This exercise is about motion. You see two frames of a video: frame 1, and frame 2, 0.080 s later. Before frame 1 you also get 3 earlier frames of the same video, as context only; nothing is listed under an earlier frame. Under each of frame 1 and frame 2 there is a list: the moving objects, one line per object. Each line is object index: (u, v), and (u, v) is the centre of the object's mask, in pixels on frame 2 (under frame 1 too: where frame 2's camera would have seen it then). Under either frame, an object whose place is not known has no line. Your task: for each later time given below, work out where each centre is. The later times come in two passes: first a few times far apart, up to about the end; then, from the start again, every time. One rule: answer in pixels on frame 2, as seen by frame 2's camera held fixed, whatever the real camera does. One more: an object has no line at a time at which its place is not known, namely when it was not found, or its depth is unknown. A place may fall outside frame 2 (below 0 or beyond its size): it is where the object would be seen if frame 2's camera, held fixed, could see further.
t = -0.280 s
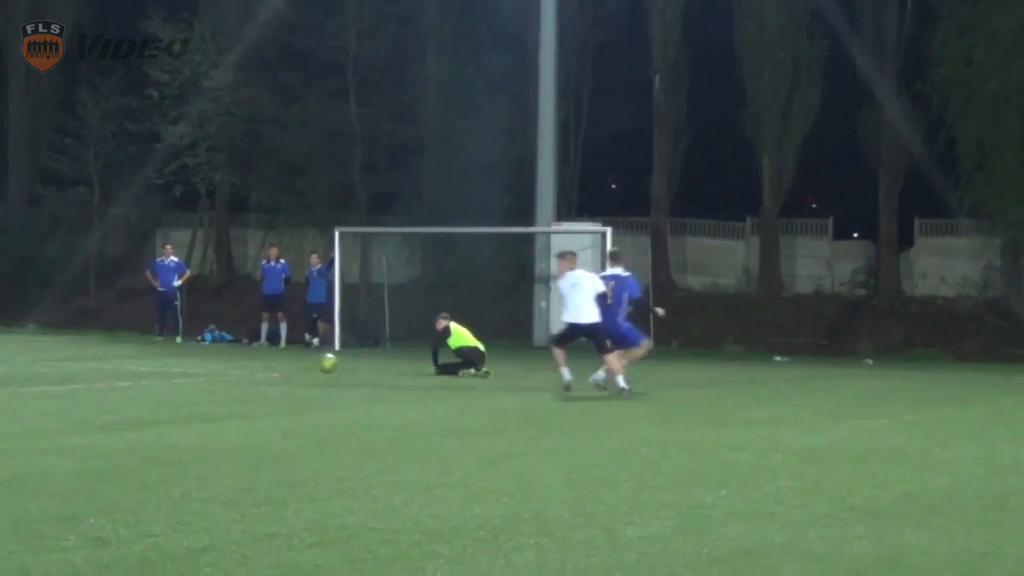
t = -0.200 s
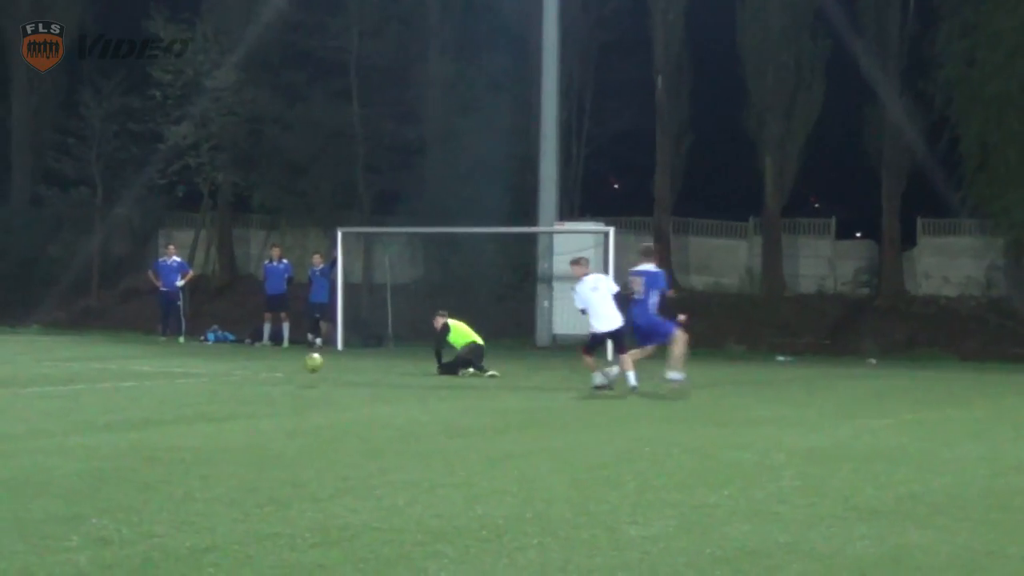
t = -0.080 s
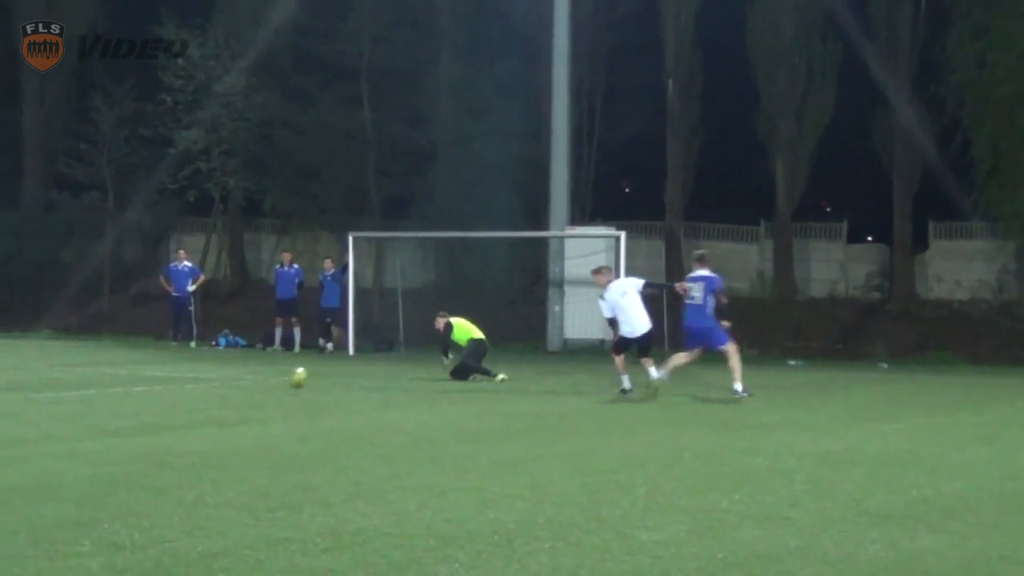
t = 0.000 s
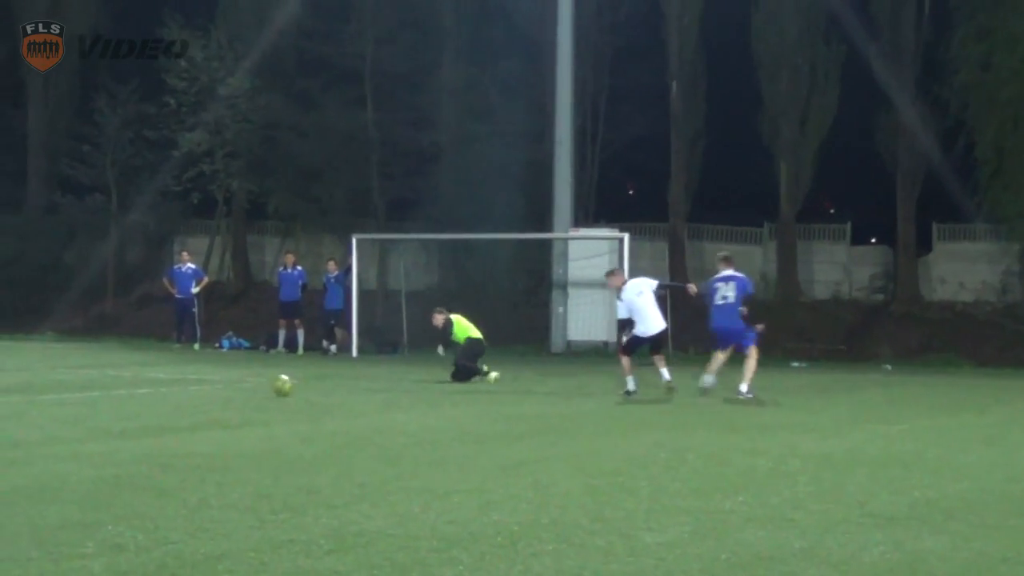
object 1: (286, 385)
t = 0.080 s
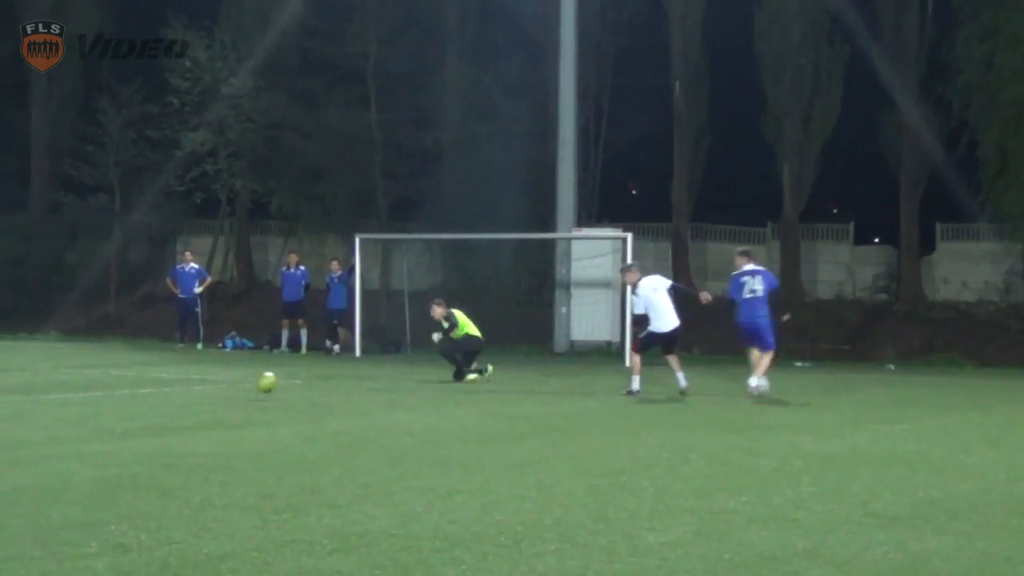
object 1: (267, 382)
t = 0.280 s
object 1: (214, 390)
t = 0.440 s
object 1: (170, 398)
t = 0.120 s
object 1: (257, 383)
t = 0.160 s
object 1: (247, 385)
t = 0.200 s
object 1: (236, 389)
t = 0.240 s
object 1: (226, 393)
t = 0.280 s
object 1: (214, 390)
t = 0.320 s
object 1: (204, 390)
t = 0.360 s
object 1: (194, 391)
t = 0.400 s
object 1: (182, 394)
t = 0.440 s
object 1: (170, 398)
